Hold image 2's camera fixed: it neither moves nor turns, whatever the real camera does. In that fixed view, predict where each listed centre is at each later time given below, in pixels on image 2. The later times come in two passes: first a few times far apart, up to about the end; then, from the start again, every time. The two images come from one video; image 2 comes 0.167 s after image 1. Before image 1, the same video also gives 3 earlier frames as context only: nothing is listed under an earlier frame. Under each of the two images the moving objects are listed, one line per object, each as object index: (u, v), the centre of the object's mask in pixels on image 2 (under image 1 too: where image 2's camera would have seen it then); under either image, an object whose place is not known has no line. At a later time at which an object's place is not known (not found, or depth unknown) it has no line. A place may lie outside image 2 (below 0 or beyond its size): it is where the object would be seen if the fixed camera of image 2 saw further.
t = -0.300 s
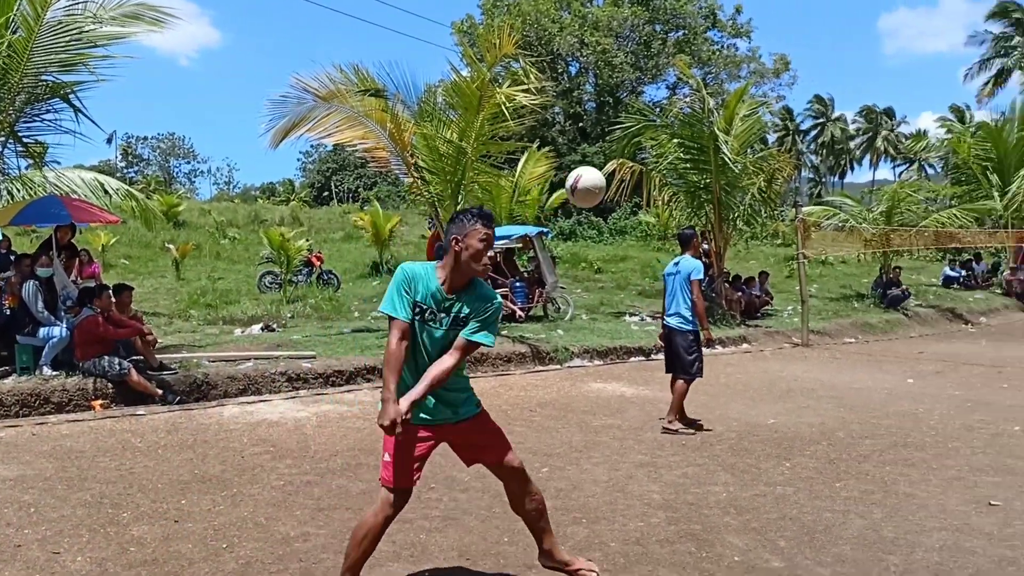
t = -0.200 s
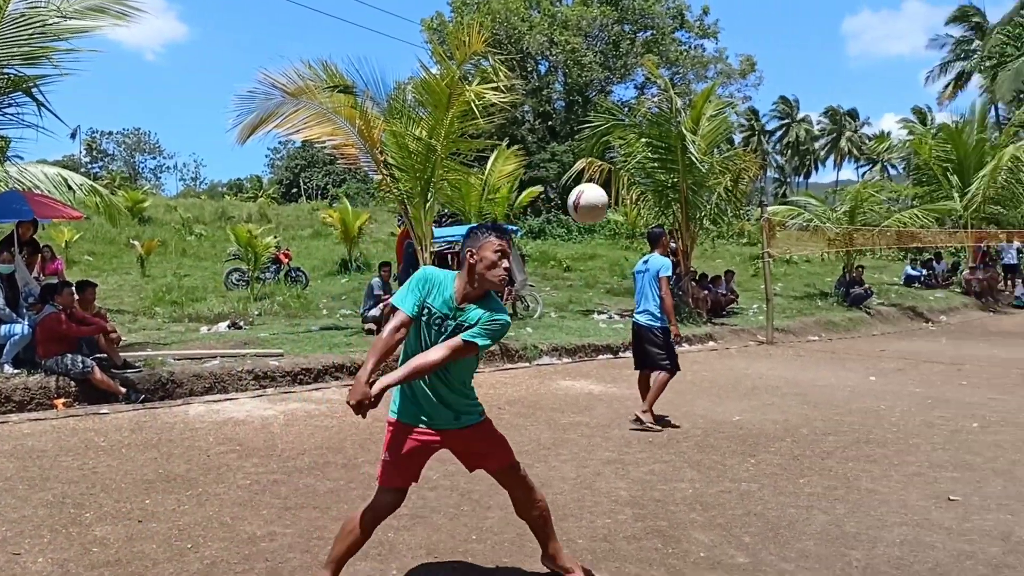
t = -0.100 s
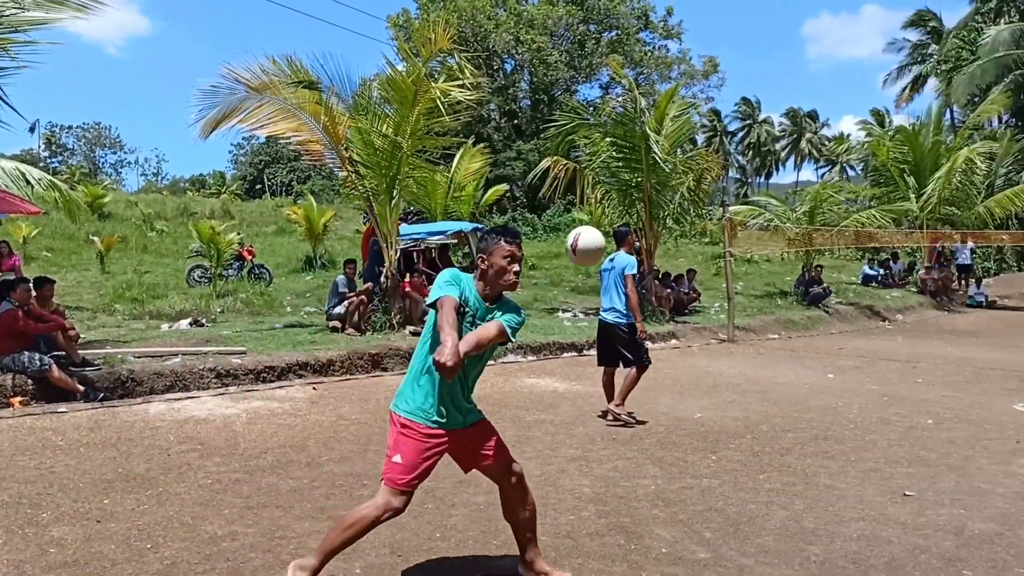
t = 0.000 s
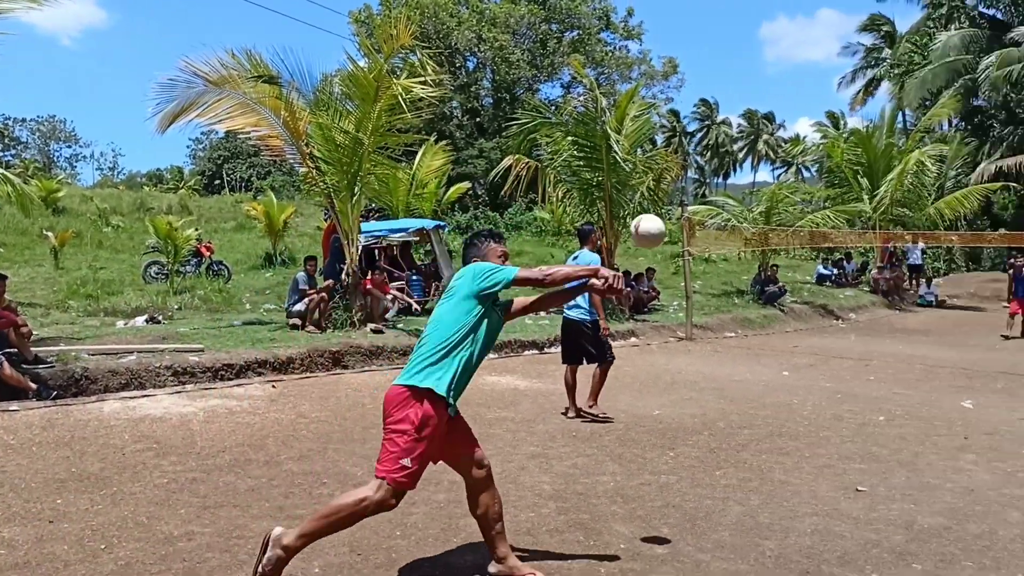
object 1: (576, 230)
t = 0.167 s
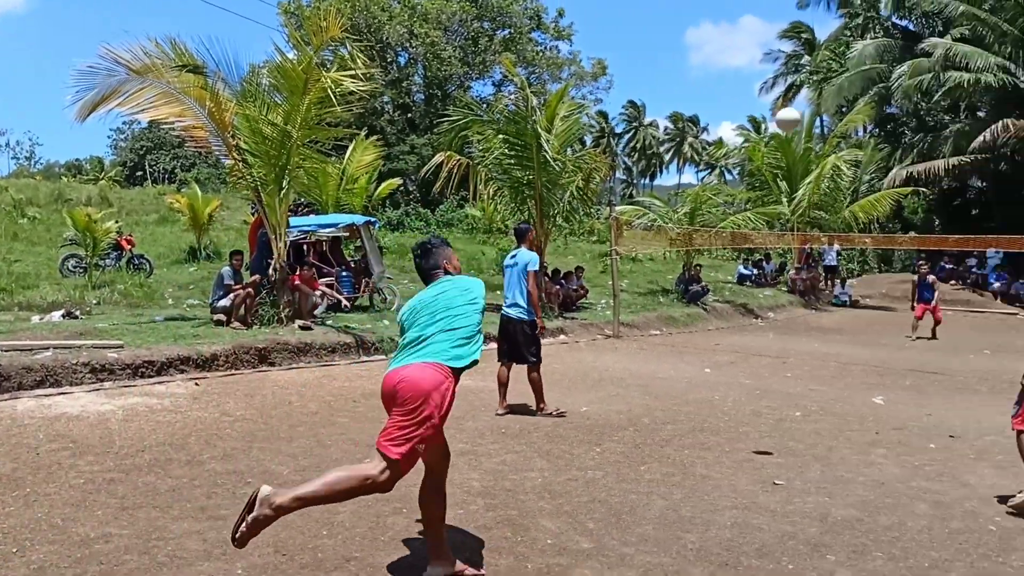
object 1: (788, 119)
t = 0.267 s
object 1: (855, 101)
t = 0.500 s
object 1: (951, 118)
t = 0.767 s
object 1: (1004, 182)
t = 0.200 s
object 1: (813, 110)
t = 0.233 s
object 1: (834, 105)
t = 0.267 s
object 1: (855, 101)
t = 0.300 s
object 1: (873, 100)
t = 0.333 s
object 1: (889, 100)
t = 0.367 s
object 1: (905, 101)
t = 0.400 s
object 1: (918, 104)
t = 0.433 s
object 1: (930, 108)
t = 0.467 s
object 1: (941, 113)
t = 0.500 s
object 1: (951, 118)
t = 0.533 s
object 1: (960, 125)
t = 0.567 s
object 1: (968, 132)
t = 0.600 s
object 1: (976, 137)
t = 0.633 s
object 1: (983, 147)
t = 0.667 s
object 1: (989, 155)
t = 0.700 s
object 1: (995, 164)
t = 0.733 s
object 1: (1000, 173)
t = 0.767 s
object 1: (1004, 182)
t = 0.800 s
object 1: (1009, 192)
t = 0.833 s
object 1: (1013, 201)
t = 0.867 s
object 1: (1016, 210)
